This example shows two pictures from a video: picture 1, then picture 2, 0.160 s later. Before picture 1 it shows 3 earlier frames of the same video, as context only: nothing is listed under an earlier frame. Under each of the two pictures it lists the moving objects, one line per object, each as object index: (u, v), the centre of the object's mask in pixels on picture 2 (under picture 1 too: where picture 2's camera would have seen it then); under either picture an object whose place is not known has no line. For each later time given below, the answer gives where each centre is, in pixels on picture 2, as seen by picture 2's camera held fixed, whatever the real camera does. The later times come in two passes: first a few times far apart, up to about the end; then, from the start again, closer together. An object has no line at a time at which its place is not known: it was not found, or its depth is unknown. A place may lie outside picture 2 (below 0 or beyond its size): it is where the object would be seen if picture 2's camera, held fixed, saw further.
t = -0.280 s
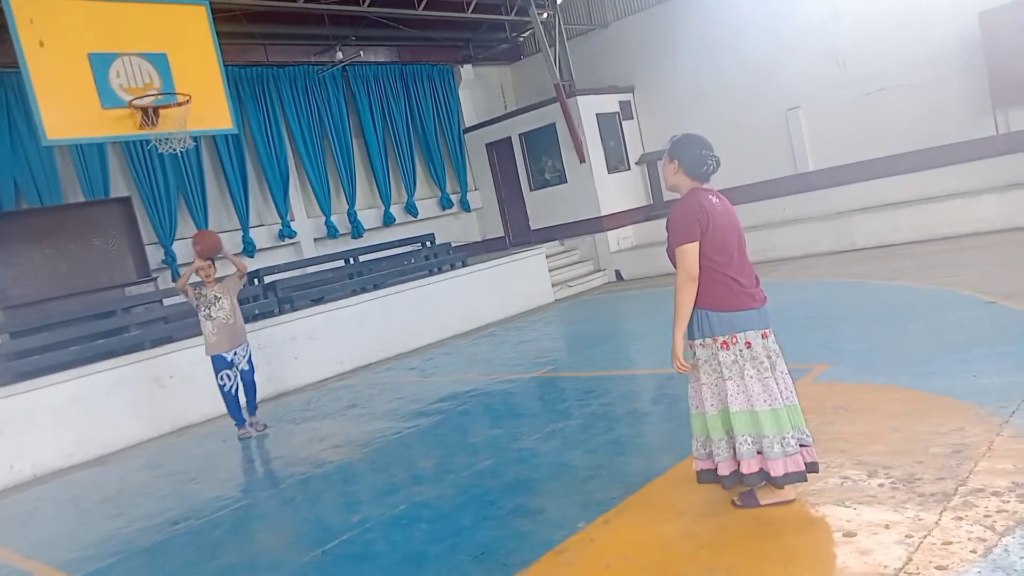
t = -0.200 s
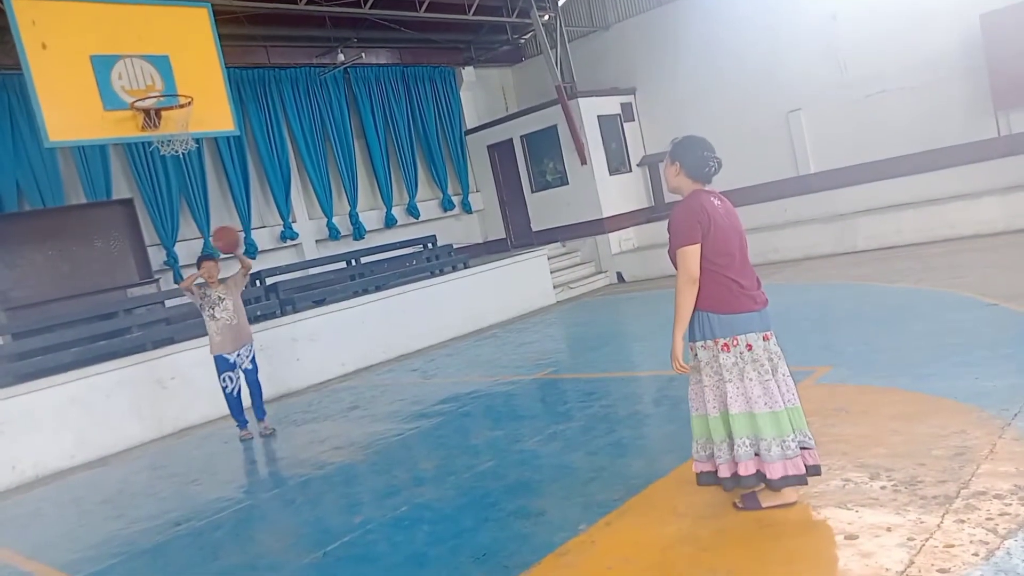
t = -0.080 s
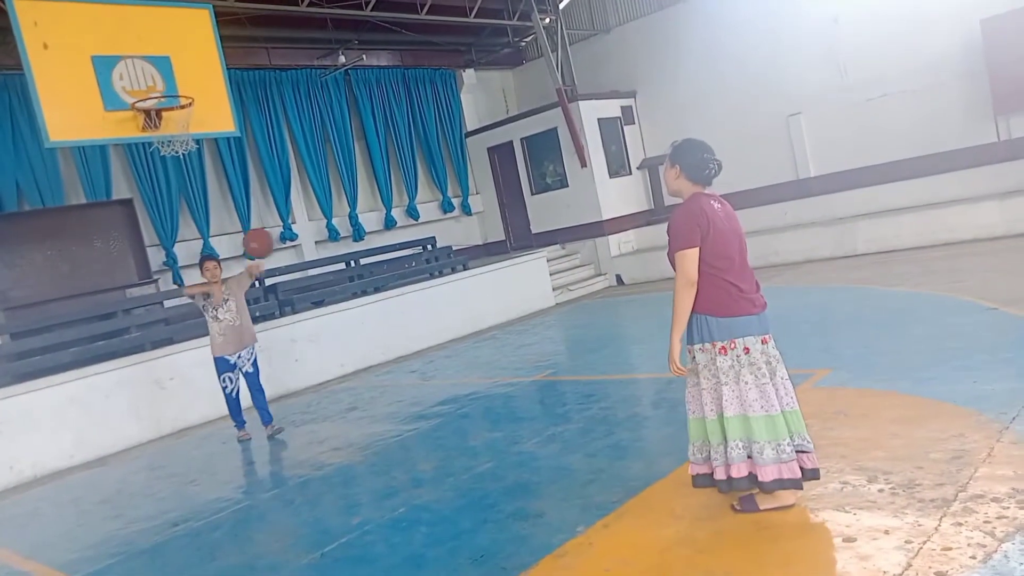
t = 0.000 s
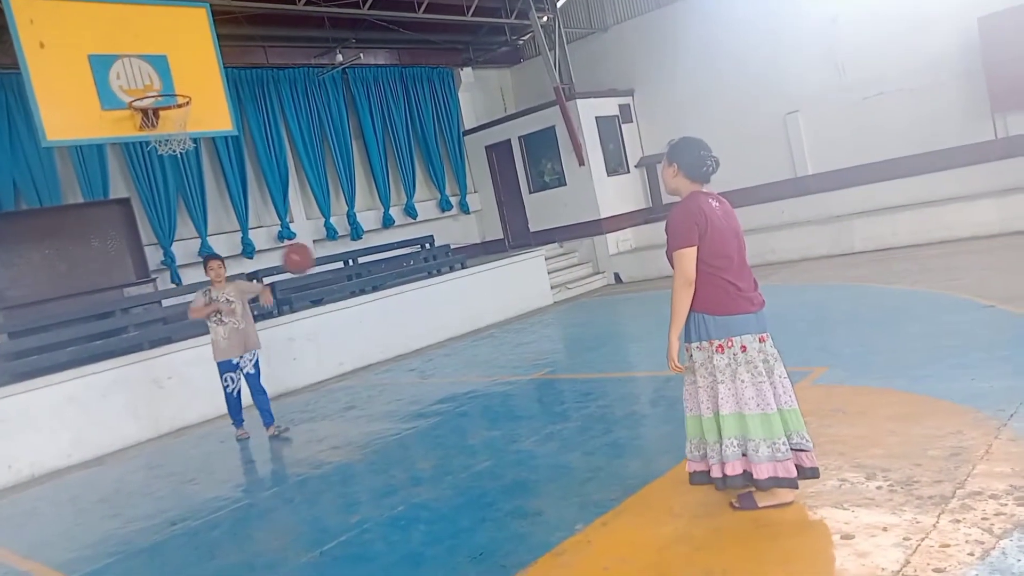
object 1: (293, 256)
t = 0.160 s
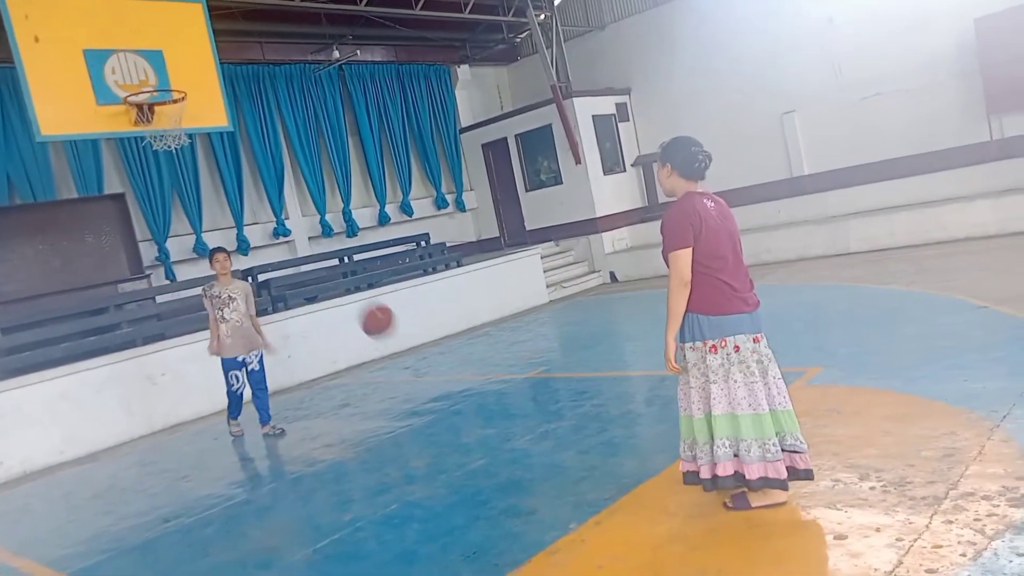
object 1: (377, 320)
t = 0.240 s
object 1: (418, 363)
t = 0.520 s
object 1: (499, 323)
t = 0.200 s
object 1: (397, 341)
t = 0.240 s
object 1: (418, 363)
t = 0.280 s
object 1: (441, 387)
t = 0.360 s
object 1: (485, 409)
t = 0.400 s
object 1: (487, 385)
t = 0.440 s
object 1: (490, 364)
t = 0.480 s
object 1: (494, 342)
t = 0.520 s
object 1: (499, 323)
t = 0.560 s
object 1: (508, 288)
